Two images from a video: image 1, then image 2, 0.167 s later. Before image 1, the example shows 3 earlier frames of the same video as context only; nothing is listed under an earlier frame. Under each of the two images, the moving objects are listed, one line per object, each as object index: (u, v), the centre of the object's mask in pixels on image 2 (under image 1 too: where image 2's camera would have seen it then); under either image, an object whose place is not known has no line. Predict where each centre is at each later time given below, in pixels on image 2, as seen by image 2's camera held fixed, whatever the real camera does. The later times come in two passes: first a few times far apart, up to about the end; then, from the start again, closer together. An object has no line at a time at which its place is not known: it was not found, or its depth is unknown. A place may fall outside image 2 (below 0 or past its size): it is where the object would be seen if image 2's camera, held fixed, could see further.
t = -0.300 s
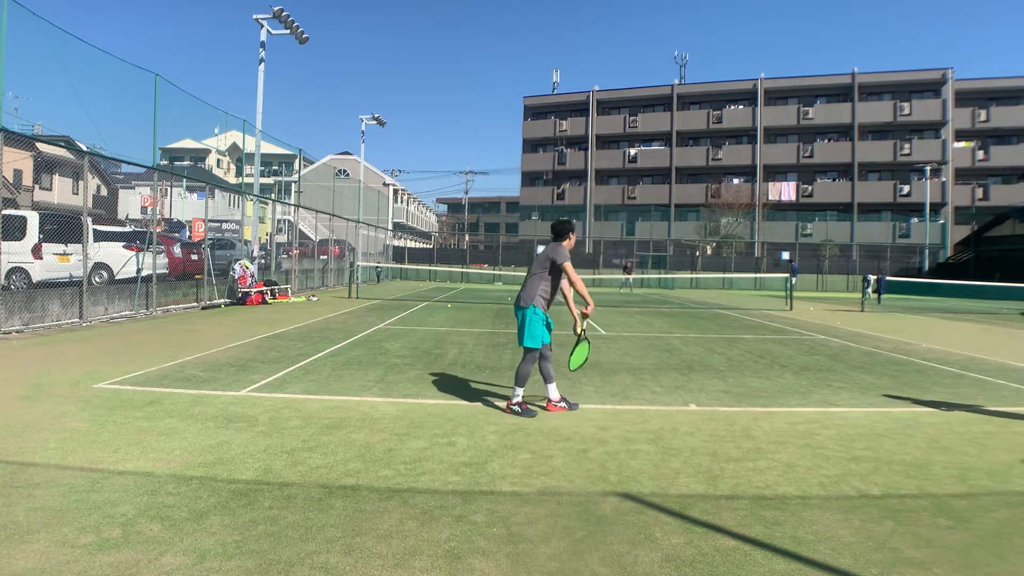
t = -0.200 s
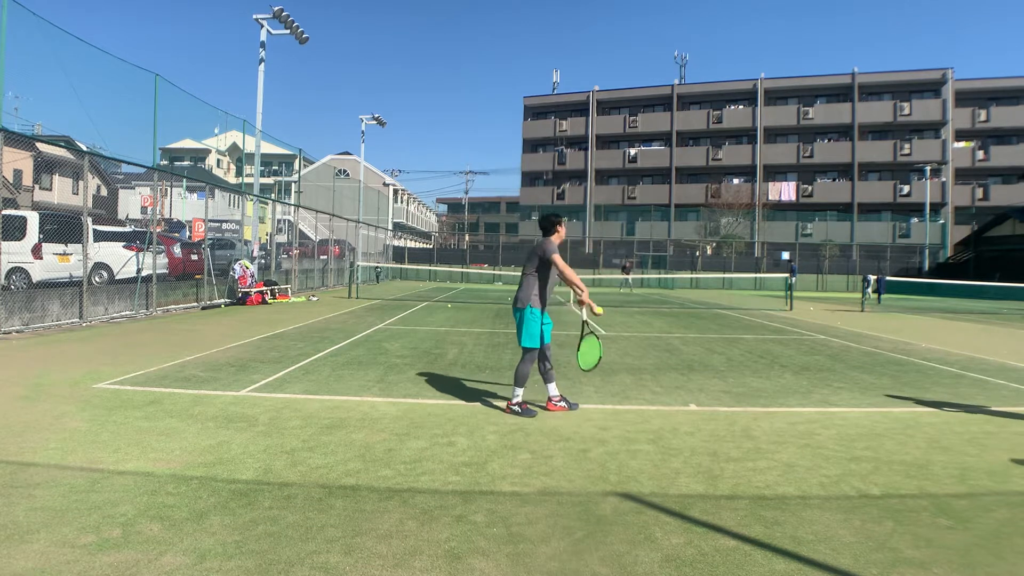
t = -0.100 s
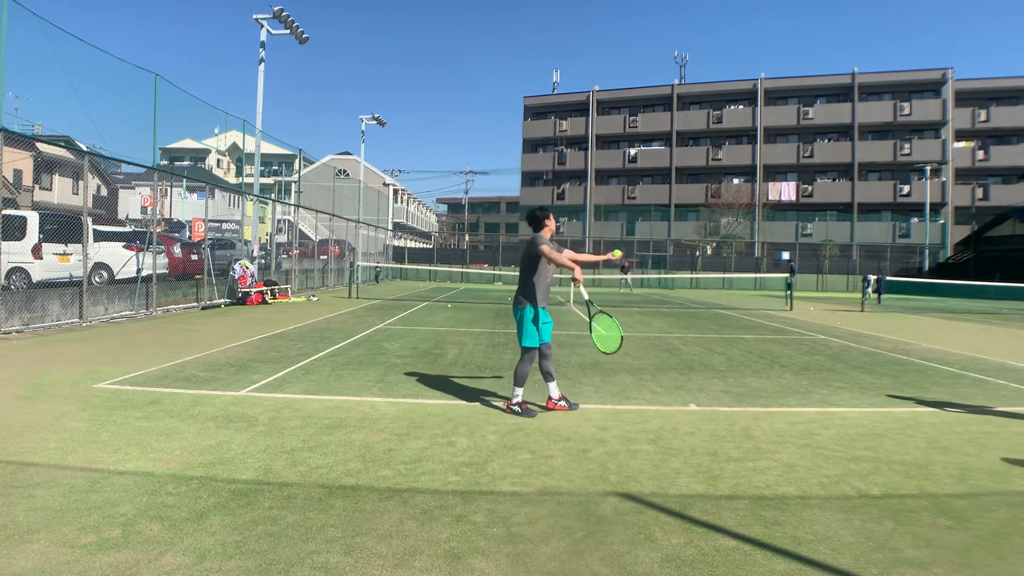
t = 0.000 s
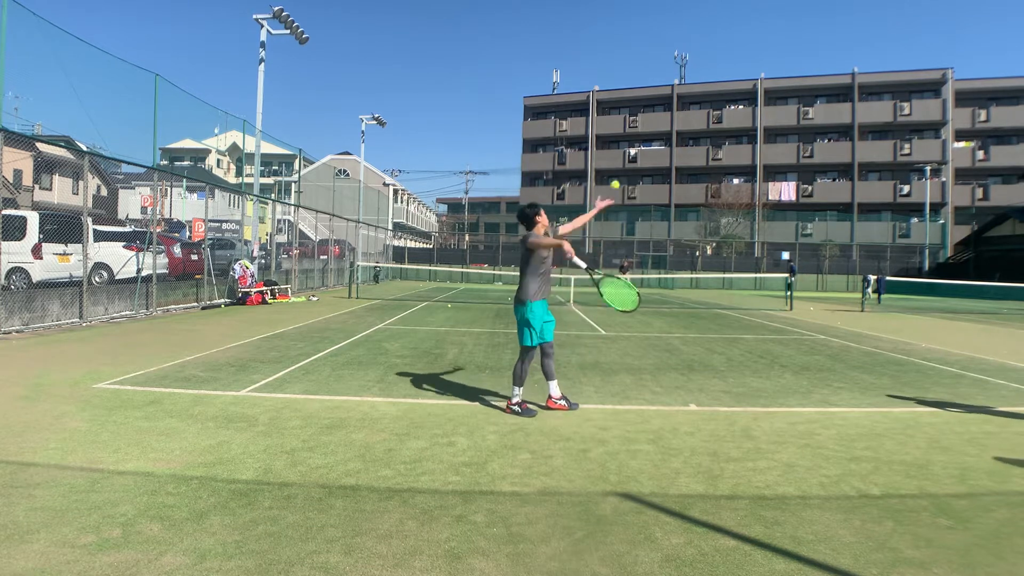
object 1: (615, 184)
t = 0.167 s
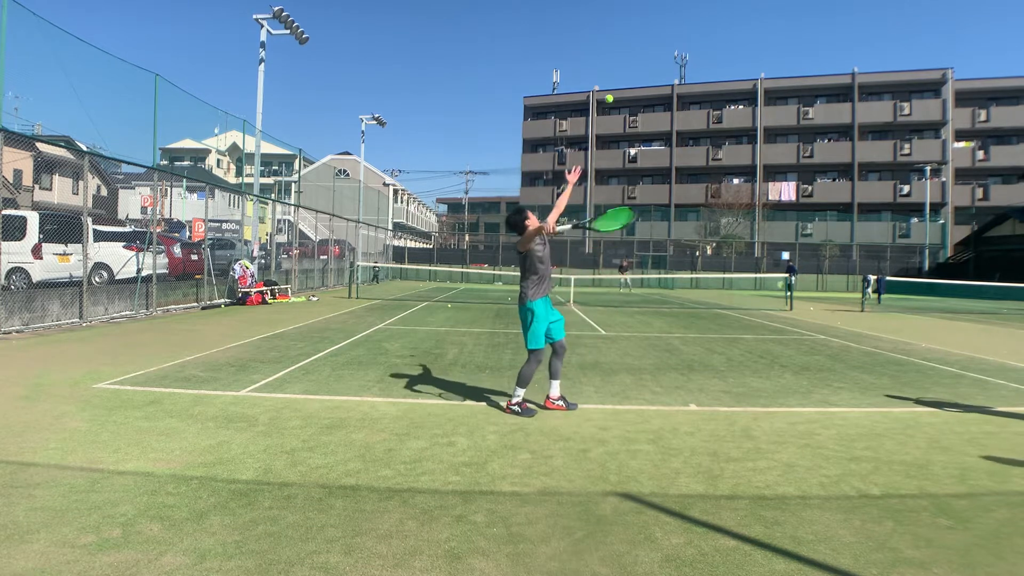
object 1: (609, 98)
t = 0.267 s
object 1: (605, 62)
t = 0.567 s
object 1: (593, 20)
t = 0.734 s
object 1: (585, 38)
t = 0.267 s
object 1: (605, 62)
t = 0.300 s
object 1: (604, 53)
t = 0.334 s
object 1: (603, 45)
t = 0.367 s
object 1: (601, 38)
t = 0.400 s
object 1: (600, 32)
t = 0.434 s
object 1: (599, 27)
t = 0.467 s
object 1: (597, 24)
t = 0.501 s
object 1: (596, 22)
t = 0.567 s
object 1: (593, 20)
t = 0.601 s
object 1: (591, 22)
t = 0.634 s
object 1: (590, 24)
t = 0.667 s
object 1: (588, 28)
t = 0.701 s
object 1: (587, 33)
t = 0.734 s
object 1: (585, 38)
